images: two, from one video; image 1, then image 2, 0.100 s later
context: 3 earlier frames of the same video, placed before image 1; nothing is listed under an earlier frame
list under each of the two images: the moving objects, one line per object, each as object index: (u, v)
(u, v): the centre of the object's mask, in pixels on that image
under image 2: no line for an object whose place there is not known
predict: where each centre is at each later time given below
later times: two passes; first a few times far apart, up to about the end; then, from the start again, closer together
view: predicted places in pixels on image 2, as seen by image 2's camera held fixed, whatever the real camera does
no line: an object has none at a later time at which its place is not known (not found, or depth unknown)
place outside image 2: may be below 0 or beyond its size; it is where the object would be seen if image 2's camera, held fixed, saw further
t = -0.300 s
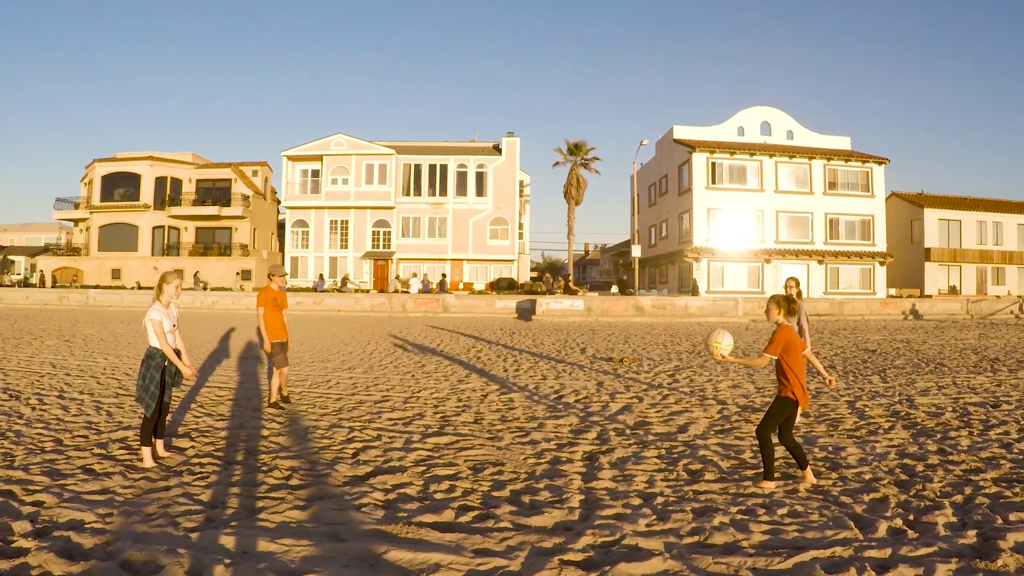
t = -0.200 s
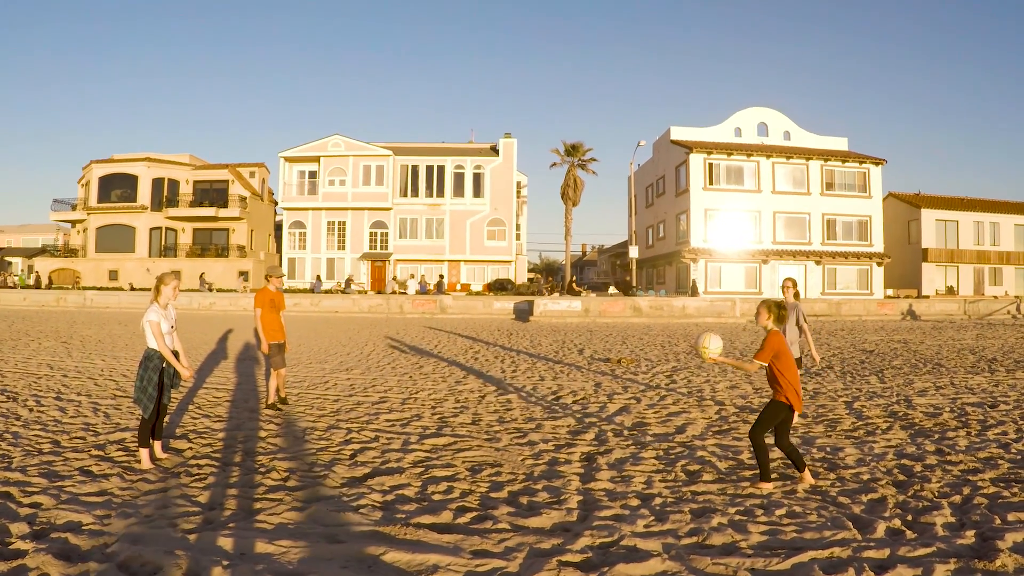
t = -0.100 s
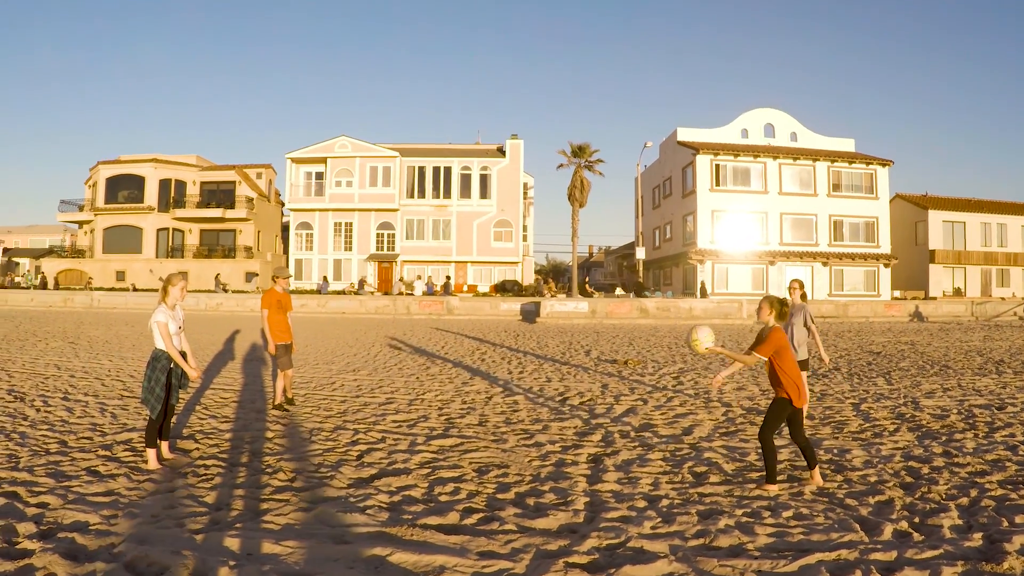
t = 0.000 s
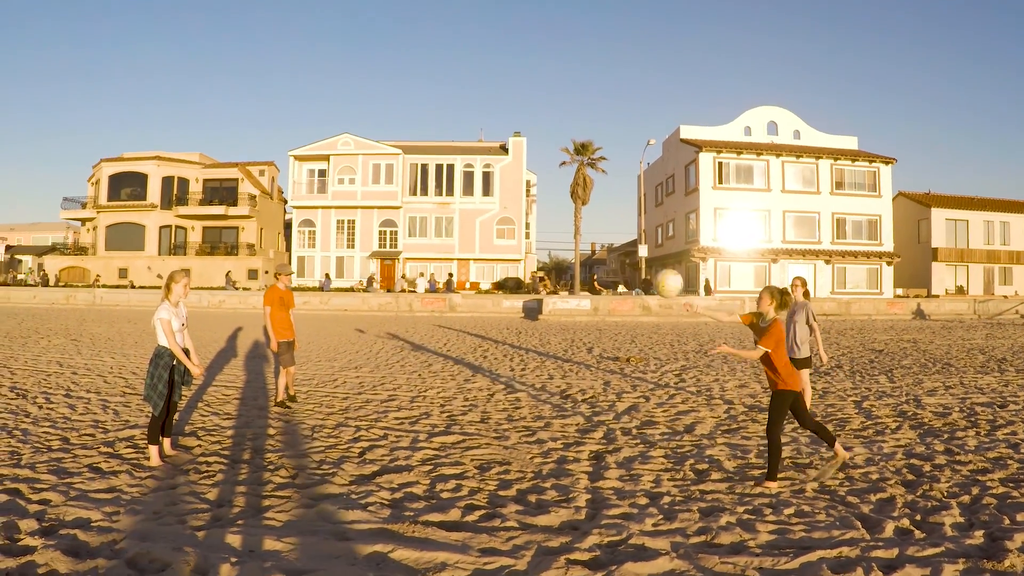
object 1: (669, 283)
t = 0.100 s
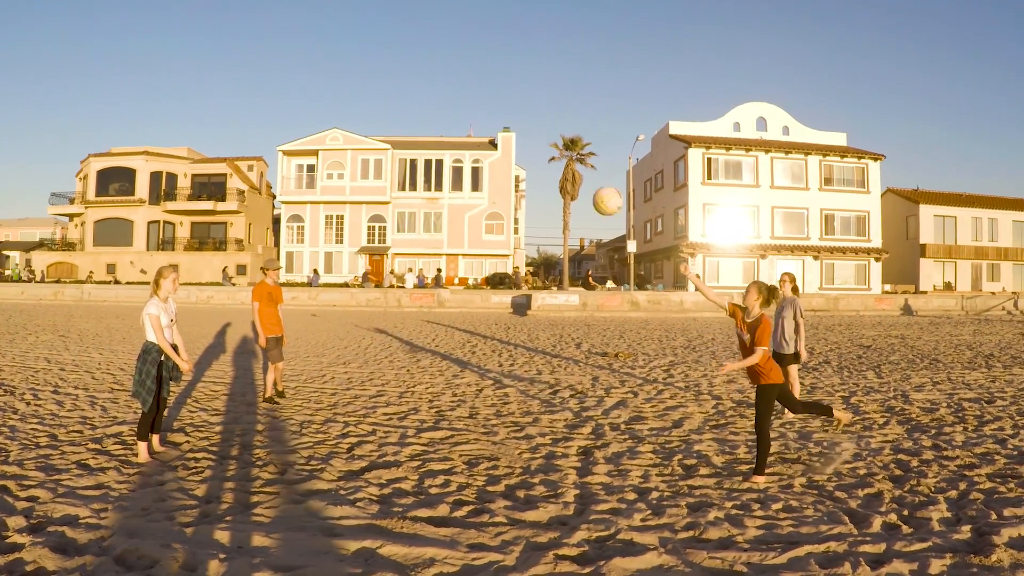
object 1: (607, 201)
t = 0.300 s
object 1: (504, 84)
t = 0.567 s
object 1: (370, 21)
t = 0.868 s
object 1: (219, 72)
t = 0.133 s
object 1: (591, 177)
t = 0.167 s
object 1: (573, 155)
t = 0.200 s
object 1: (556, 135)
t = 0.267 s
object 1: (521, 100)
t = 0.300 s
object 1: (504, 84)
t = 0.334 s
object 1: (487, 71)
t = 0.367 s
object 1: (471, 59)
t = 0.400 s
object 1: (454, 48)
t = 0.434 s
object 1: (437, 40)
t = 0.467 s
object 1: (420, 32)
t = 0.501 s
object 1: (404, 27)
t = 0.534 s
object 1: (387, 23)
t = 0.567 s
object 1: (370, 21)
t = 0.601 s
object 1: (353, 20)
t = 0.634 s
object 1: (336, 21)
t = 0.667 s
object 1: (319, 24)
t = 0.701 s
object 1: (302, 28)
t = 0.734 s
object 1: (286, 33)
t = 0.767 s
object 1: (269, 40)
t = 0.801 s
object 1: (252, 49)
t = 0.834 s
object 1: (236, 60)
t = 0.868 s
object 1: (219, 72)
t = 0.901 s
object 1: (203, 86)
